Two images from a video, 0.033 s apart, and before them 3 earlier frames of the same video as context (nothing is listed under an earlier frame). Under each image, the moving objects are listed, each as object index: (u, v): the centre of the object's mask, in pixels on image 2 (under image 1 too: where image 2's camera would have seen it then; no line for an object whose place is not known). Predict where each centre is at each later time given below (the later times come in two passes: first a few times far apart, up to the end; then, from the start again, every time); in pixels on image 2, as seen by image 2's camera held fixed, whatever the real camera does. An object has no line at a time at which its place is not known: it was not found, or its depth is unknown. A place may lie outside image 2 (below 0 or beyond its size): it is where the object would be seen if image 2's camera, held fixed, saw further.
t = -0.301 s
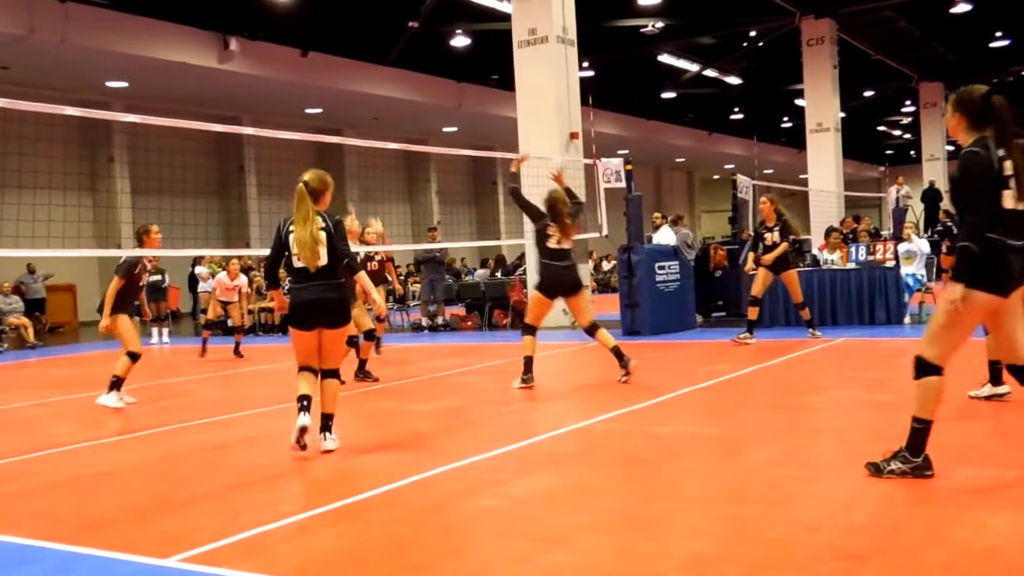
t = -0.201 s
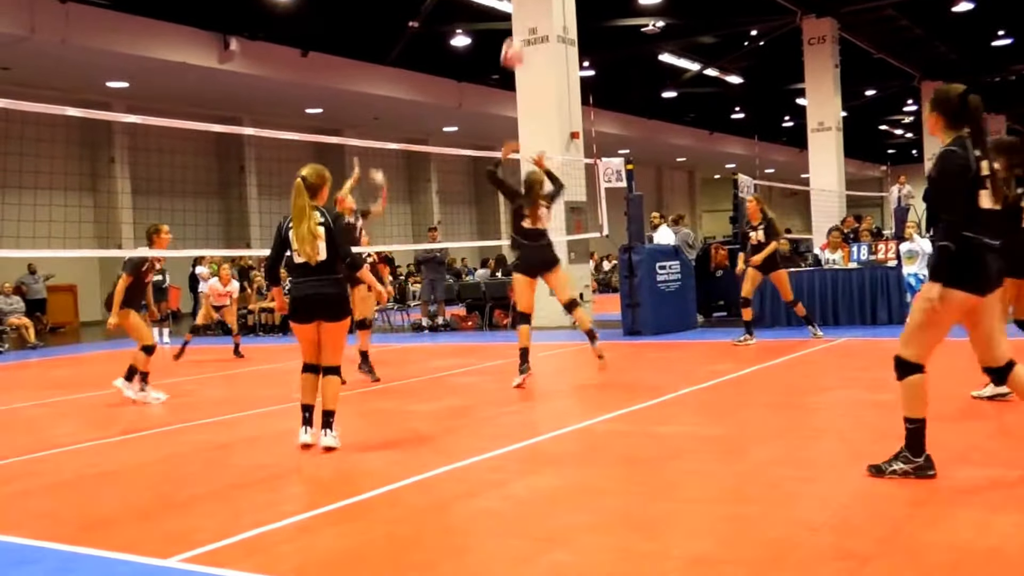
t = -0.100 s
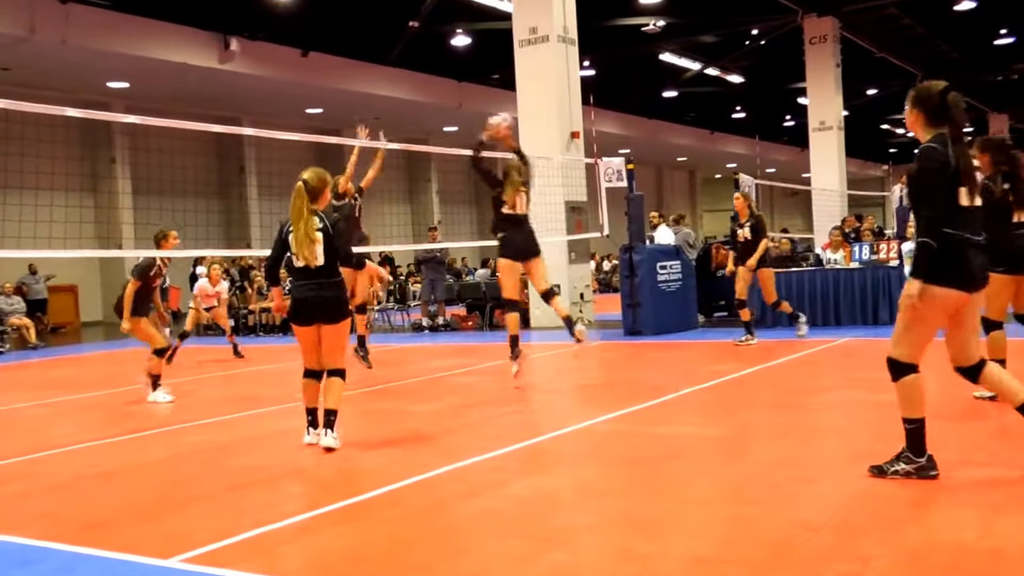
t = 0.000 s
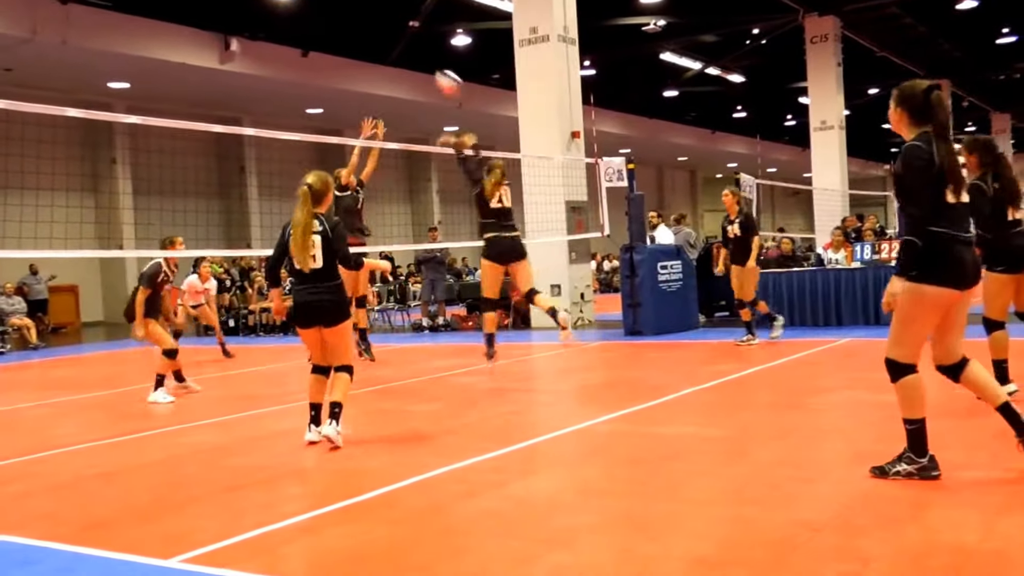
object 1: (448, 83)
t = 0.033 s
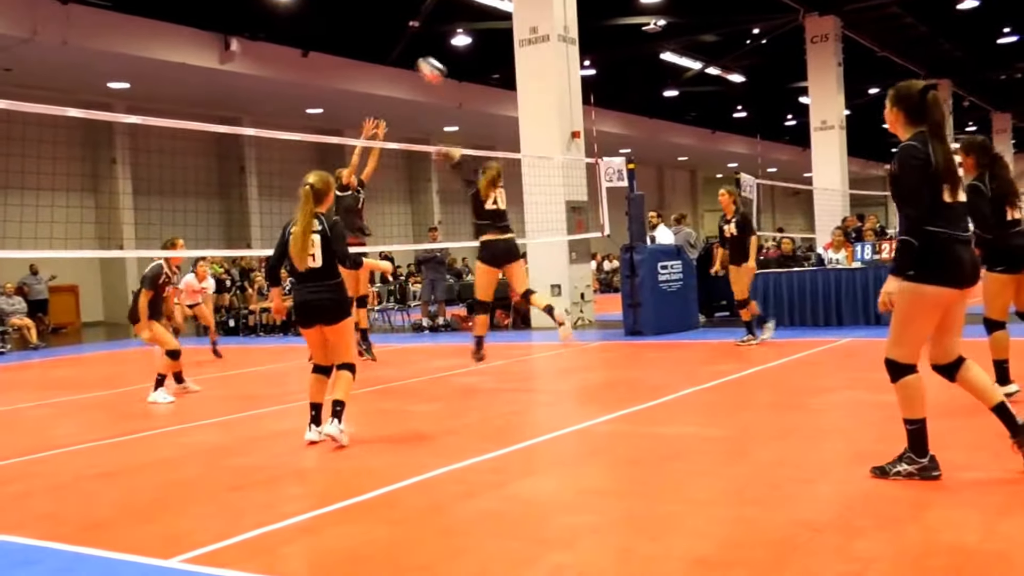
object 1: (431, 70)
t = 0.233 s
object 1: (335, 24)
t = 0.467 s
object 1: (246, 26)
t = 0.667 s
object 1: (185, 62)
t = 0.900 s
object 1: (127, 139)
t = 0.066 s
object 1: (413, 59)
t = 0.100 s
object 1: (397, 49)
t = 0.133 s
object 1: (381, 41)
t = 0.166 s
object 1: (365, 34)
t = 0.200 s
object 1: (350, 28)
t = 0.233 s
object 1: (335, 24)
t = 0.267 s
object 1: (321, 21)
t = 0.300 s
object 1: (307, 19)
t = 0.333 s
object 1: (294, 19)
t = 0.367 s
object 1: (281, 19)
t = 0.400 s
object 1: (269, 20)
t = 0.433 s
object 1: (257, 23)
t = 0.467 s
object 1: (246, 26)
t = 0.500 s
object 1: (236, 30)
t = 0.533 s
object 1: (225, 35)
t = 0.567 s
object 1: (215, 40)
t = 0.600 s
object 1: (205, 47)
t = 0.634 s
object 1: (195, 54)
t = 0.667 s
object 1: (185, 62)
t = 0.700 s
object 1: (175, 72)
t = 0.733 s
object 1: (167, 81)
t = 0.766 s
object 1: (159, 92)
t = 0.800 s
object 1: (151, 103)
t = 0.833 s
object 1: (144, 110)
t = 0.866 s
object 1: (135, 128)
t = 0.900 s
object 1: (127, 139)
